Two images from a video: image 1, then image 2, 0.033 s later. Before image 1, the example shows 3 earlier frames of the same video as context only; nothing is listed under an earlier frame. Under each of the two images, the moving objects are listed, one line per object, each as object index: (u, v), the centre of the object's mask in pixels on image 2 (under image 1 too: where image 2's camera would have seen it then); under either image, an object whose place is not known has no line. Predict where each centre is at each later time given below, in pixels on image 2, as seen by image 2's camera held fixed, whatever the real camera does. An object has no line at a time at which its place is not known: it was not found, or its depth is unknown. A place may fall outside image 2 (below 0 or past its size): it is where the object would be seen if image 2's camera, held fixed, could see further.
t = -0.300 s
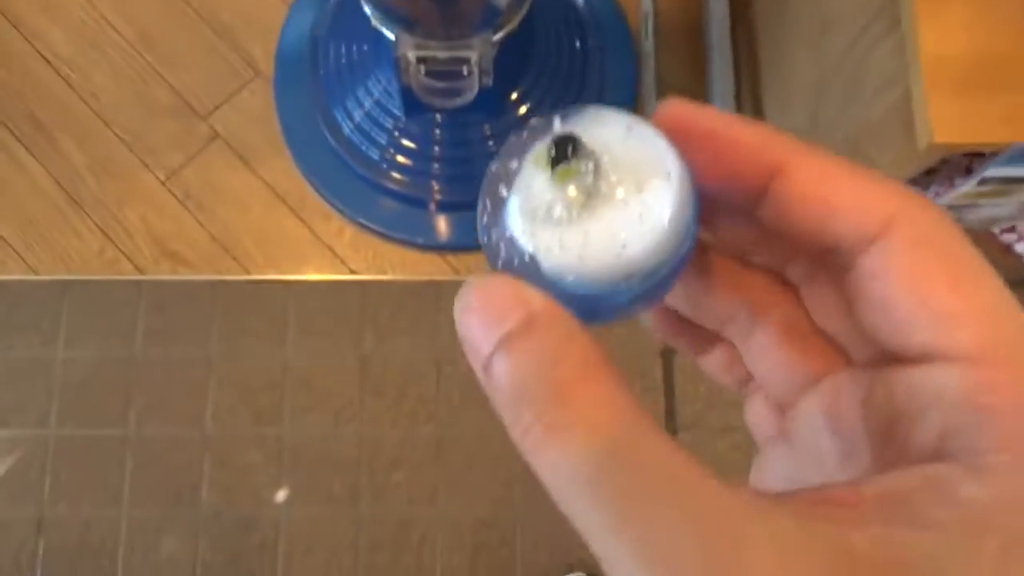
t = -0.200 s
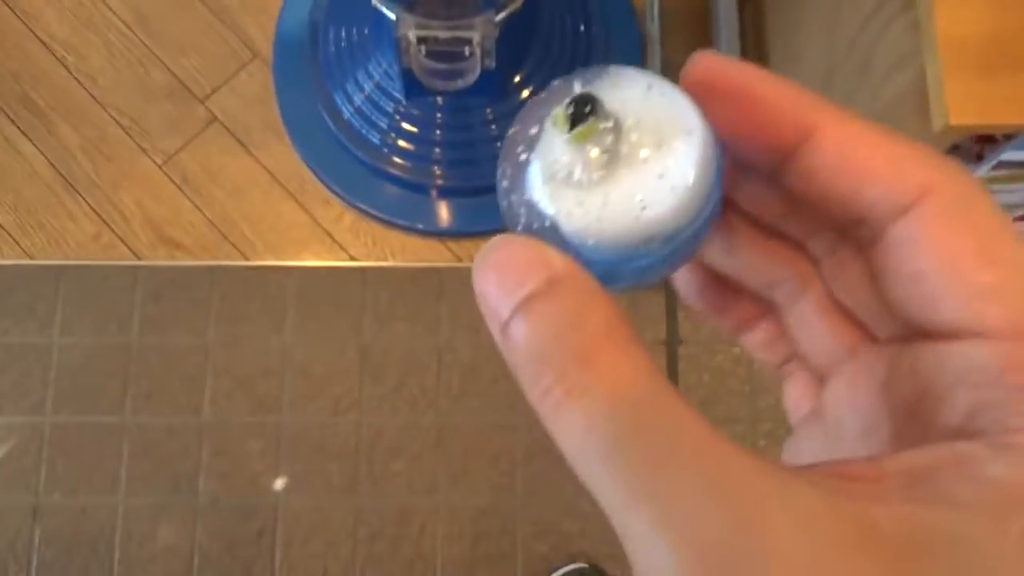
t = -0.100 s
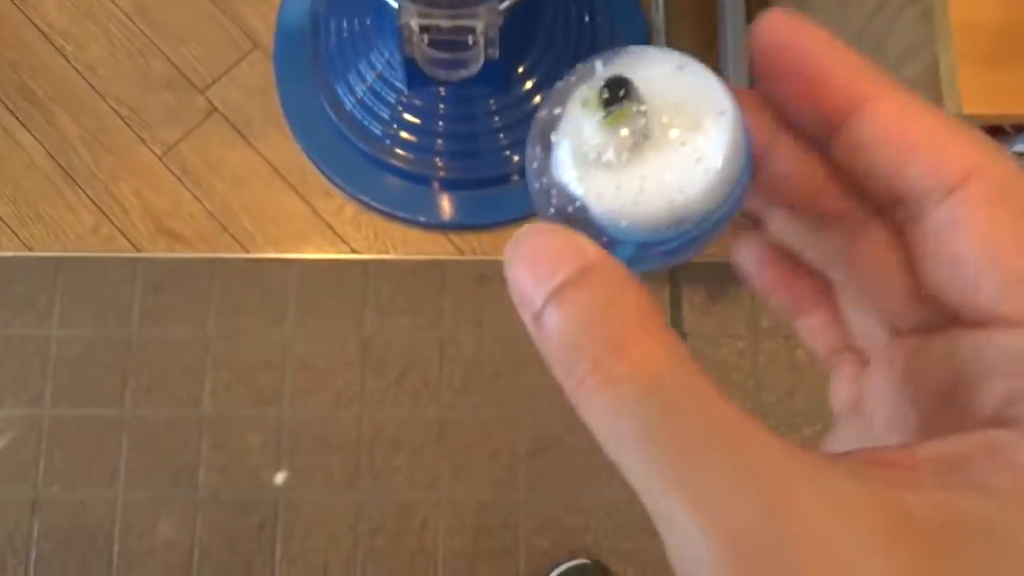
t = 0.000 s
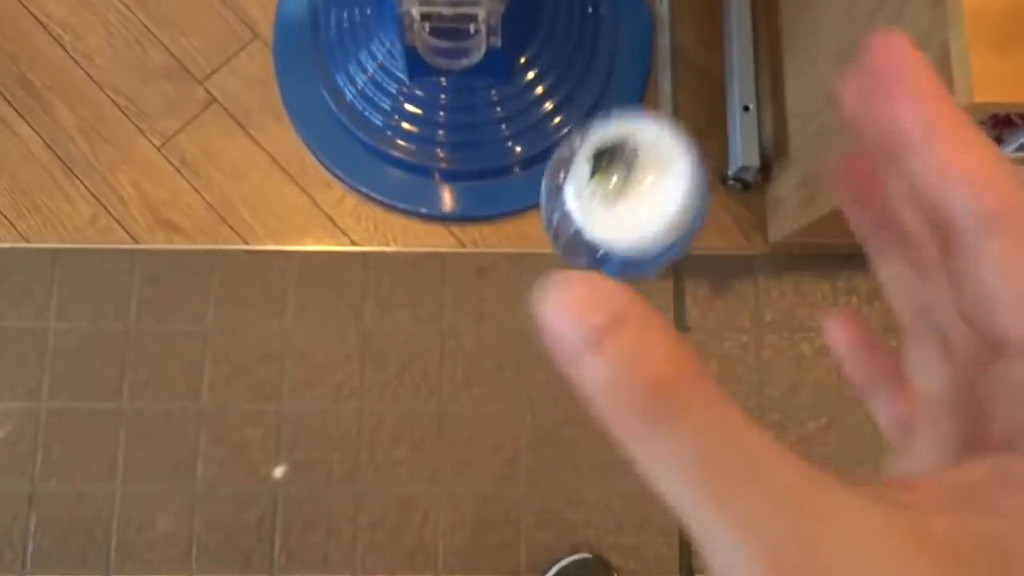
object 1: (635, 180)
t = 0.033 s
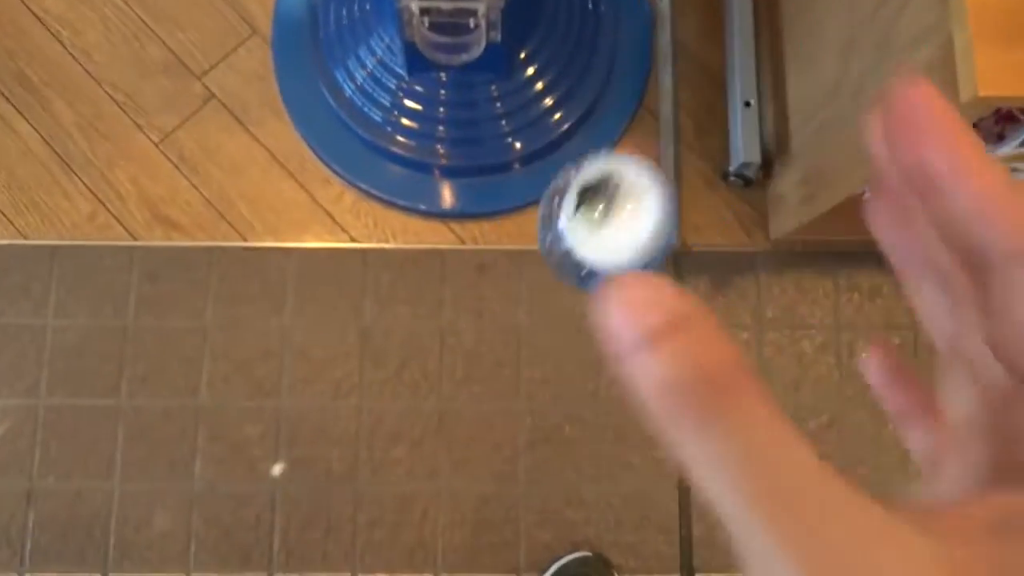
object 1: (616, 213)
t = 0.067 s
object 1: (596, 244)
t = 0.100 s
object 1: (579, 271)
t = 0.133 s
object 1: (567, 295)
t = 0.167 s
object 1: (557, 313)
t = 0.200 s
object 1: (549, 329)
